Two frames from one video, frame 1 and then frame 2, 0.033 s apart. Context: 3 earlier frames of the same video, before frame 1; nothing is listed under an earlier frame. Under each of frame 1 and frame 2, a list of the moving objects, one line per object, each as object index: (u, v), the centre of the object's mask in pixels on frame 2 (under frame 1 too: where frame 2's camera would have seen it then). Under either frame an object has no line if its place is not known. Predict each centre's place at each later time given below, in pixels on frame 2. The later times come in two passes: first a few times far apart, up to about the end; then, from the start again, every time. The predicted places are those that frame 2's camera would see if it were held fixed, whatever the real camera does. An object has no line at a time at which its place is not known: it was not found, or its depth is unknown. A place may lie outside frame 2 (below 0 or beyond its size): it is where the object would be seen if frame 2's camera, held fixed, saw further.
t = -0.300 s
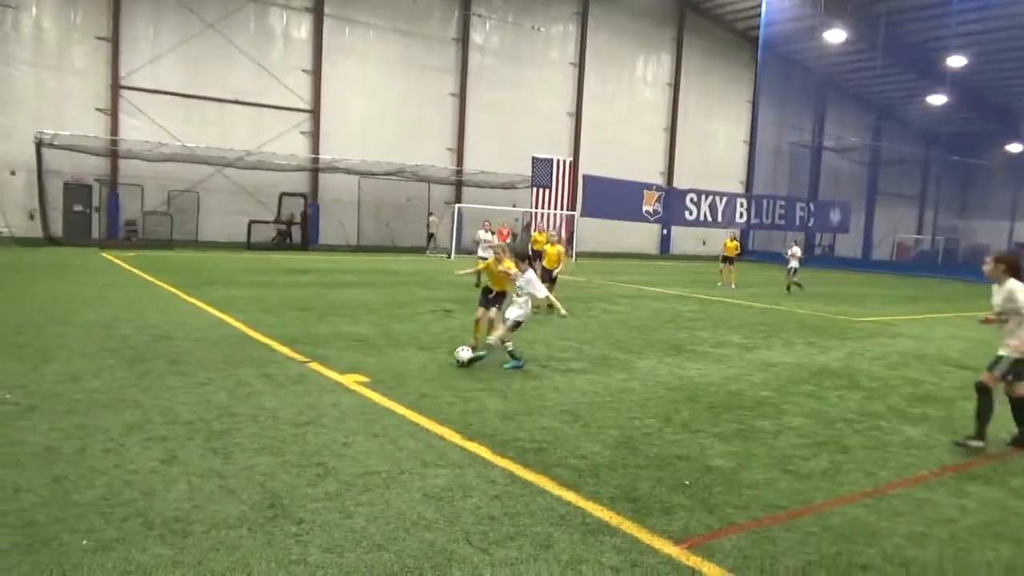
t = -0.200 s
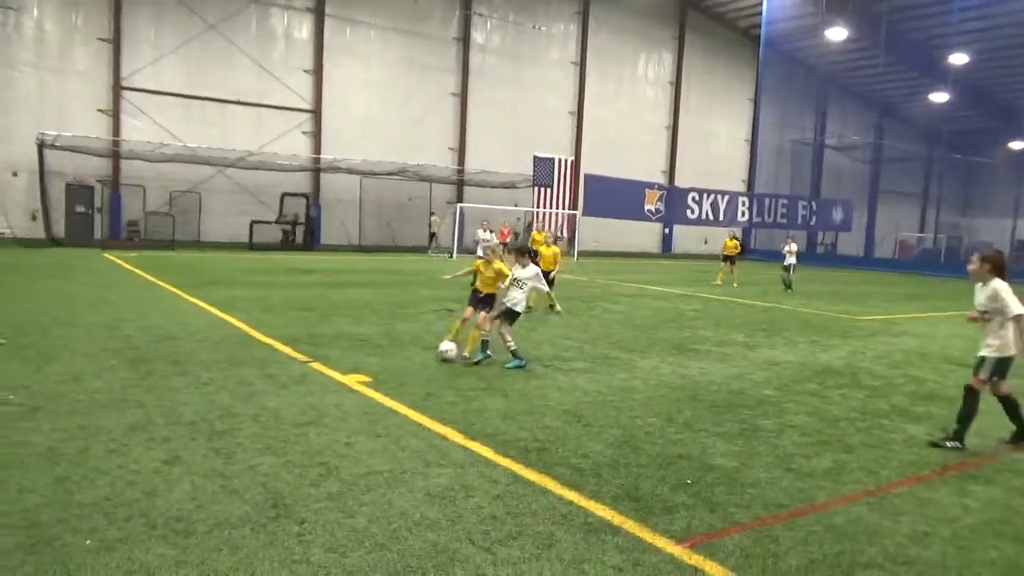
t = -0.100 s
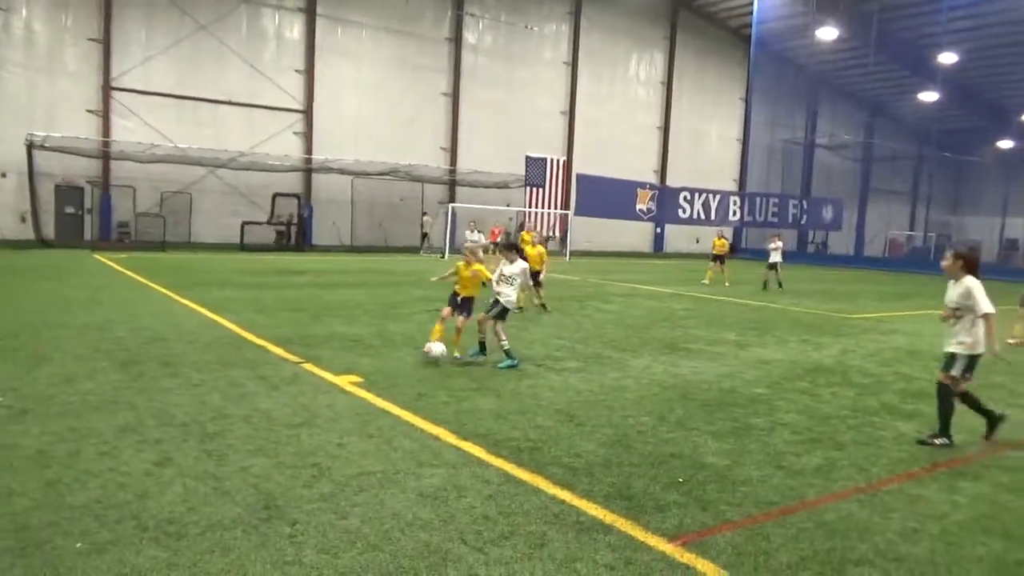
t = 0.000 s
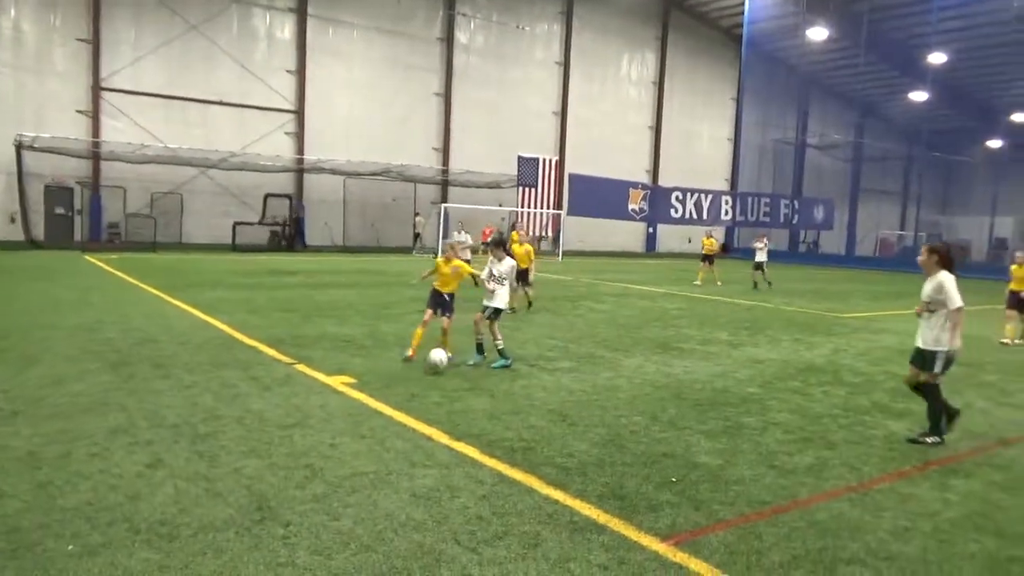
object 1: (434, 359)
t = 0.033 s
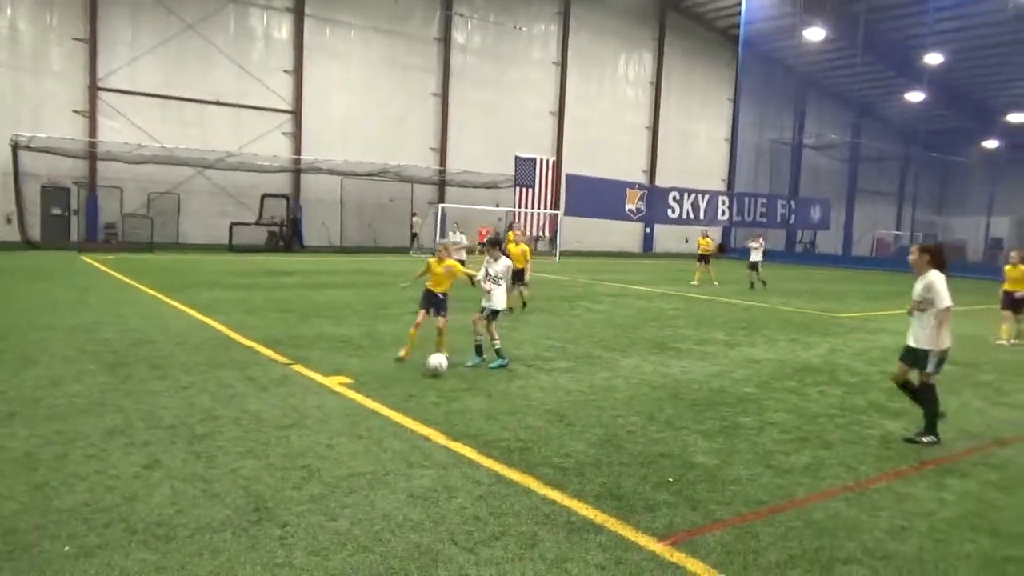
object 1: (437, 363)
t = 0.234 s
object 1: (449, 381)
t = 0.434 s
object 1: (464, 400)
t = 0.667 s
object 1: (484, 429)
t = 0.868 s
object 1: (509, 459)
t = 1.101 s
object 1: (546, 503)
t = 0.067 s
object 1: (439, 368)
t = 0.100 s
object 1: (441, 370)
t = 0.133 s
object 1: (443, 370)
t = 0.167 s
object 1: (445, 373)
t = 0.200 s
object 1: (447, 378)
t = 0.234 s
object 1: (449, 381)
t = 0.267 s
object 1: (451, 384)
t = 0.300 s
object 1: (453, 387)
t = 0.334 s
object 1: (456, 391)
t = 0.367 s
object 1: (458, 395)
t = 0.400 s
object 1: (461, 397)
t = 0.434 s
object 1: (464, 400)
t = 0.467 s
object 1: (466, 405)
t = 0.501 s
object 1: (469, 408)
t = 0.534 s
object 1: (472, 413)
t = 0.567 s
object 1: (475, 416)
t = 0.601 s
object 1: (478, 420)
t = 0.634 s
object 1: (481, 423)
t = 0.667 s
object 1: (484, 429)
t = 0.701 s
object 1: (488, 433)
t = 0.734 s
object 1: (492, 437)
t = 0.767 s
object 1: (496, 442)
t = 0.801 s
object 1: (501, 448)
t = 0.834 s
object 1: (505, 452)
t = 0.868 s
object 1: (509, 459)
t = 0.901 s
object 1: (514, 464)
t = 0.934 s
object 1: (518, 468)
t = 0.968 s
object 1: (524, 475)
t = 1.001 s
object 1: (529, 482)
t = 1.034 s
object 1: (534, 489)
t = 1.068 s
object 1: (540, 496)
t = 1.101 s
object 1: (546, 503)
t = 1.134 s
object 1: (552, 509)
